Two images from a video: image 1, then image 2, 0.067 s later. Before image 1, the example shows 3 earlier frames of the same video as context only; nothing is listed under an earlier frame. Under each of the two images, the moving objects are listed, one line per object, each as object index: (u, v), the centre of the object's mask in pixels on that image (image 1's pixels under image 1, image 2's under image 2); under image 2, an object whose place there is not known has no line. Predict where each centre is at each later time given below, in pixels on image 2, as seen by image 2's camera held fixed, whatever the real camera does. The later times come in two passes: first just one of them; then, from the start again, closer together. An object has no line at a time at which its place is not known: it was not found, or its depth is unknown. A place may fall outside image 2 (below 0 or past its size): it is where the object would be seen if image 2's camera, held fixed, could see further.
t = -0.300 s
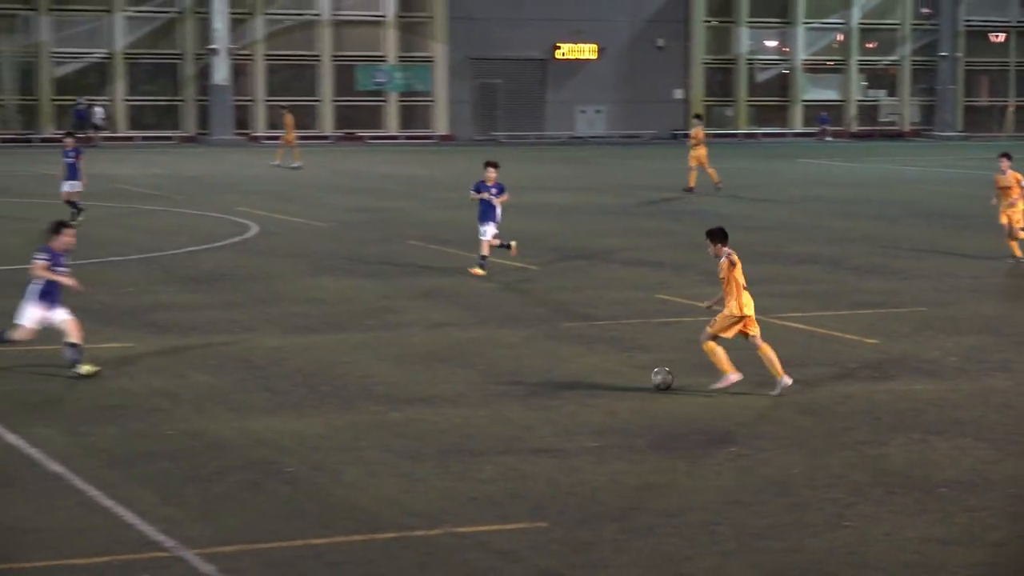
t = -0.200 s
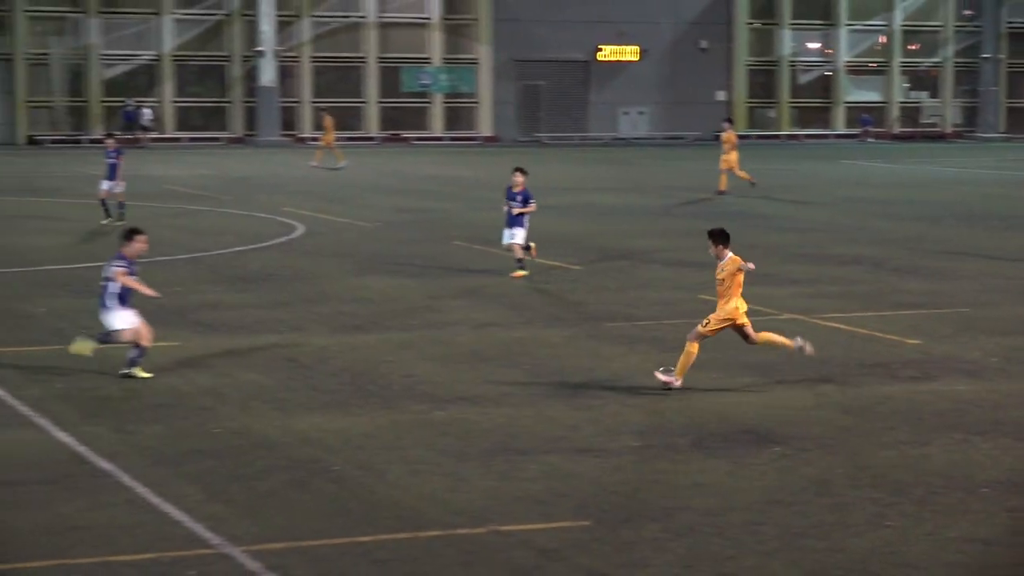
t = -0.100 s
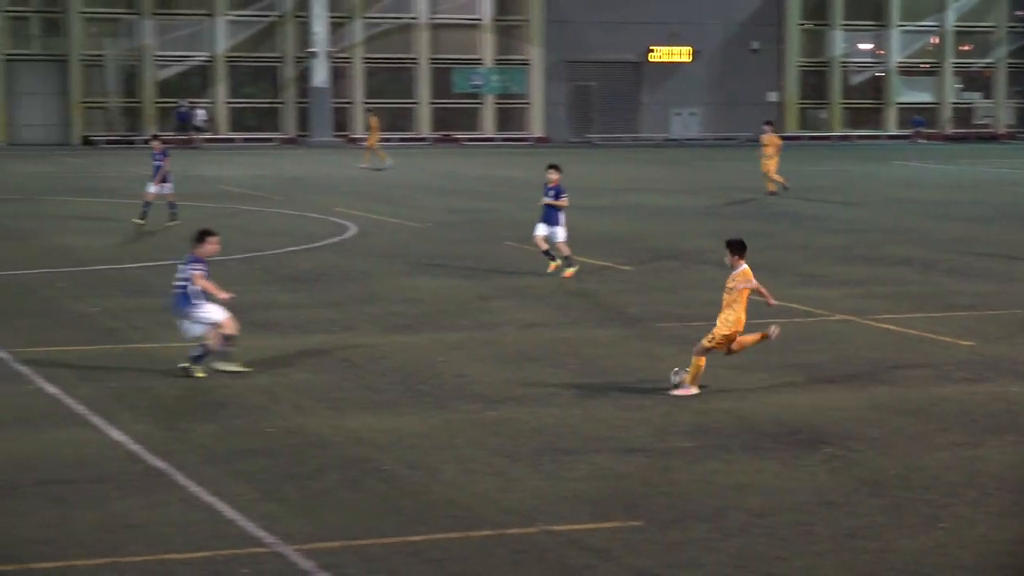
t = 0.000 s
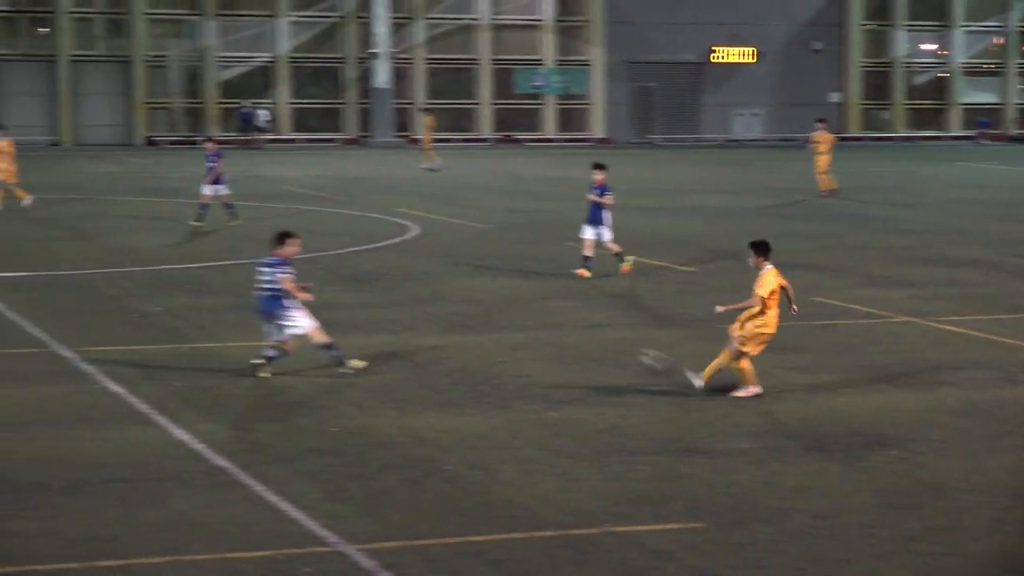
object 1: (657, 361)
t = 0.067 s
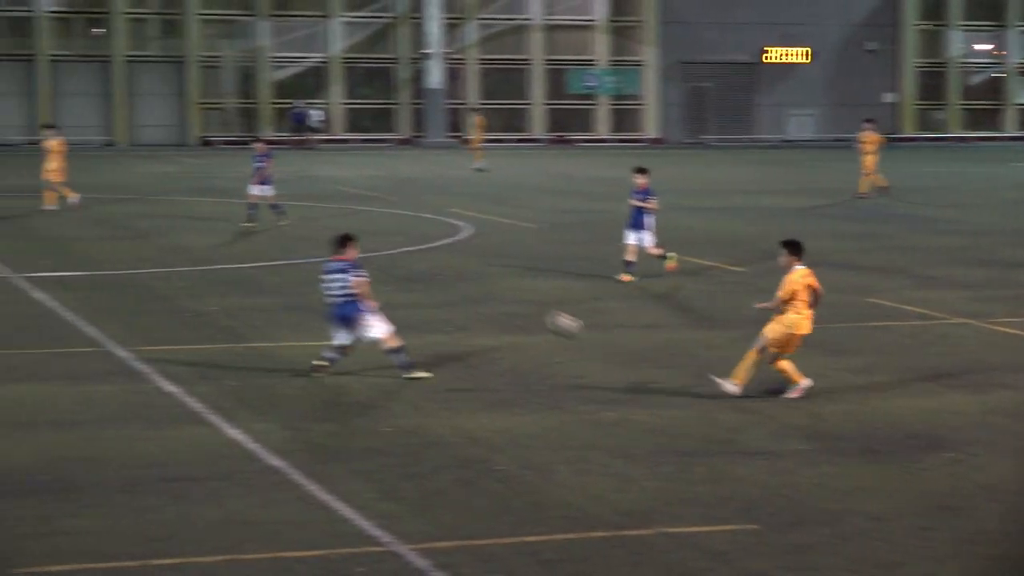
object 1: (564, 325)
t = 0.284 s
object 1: (82, 216)
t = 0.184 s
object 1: (308, 263)
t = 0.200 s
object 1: (271, 255)
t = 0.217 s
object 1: (234, 247)
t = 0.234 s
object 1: (196, 239)
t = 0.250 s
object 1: (158, 231)
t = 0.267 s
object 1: (120, 224)
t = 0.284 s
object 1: (82, 216)
